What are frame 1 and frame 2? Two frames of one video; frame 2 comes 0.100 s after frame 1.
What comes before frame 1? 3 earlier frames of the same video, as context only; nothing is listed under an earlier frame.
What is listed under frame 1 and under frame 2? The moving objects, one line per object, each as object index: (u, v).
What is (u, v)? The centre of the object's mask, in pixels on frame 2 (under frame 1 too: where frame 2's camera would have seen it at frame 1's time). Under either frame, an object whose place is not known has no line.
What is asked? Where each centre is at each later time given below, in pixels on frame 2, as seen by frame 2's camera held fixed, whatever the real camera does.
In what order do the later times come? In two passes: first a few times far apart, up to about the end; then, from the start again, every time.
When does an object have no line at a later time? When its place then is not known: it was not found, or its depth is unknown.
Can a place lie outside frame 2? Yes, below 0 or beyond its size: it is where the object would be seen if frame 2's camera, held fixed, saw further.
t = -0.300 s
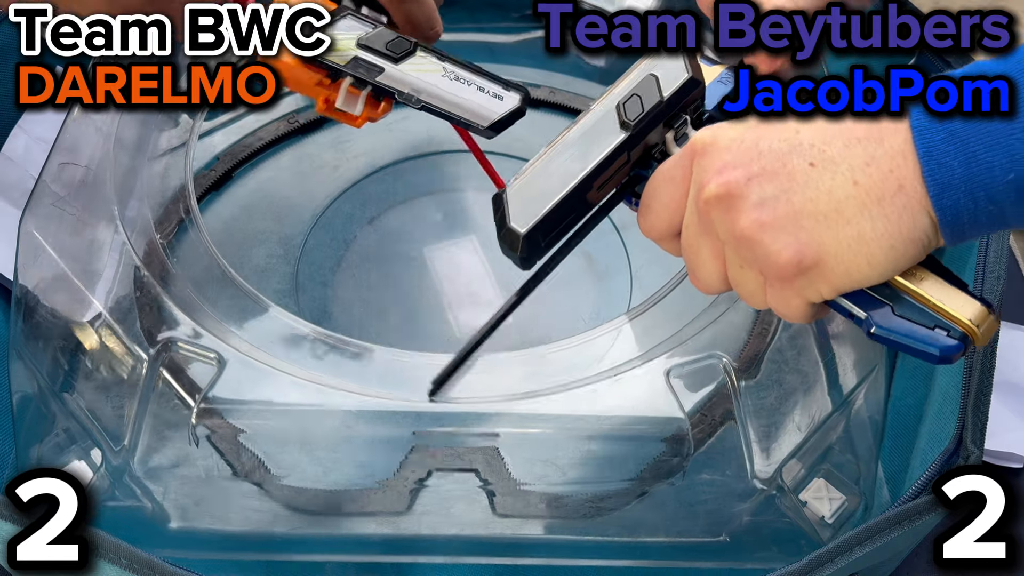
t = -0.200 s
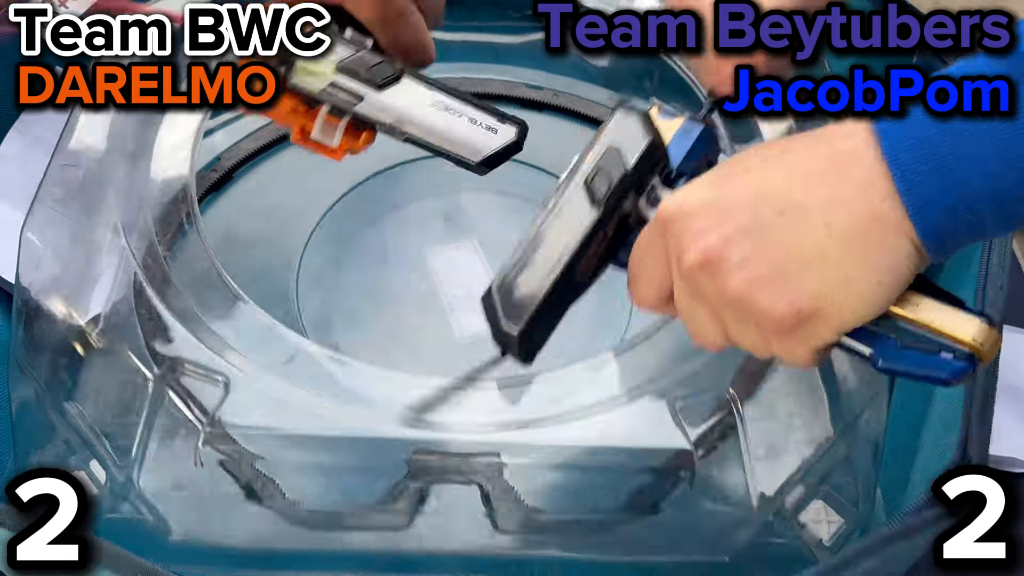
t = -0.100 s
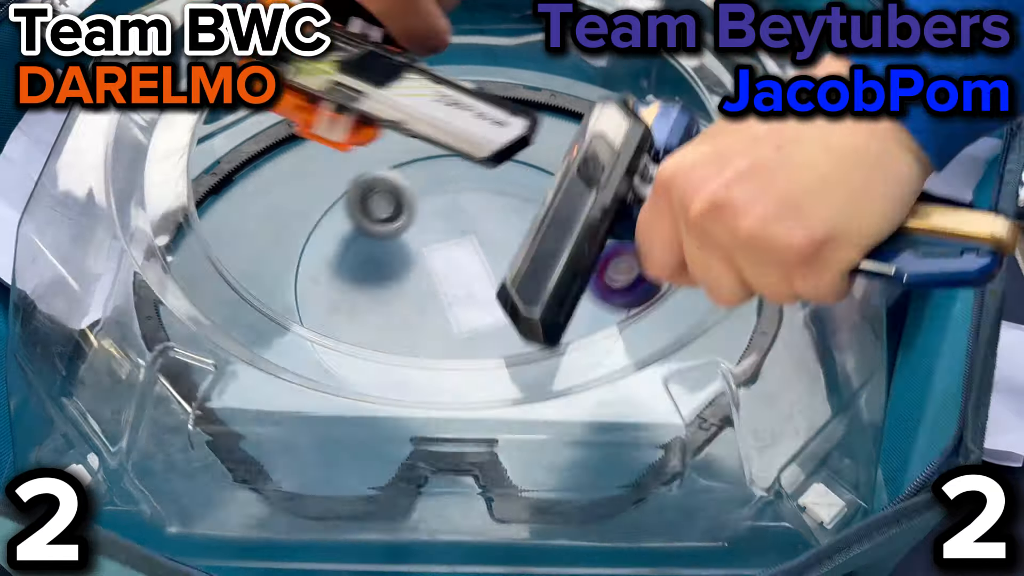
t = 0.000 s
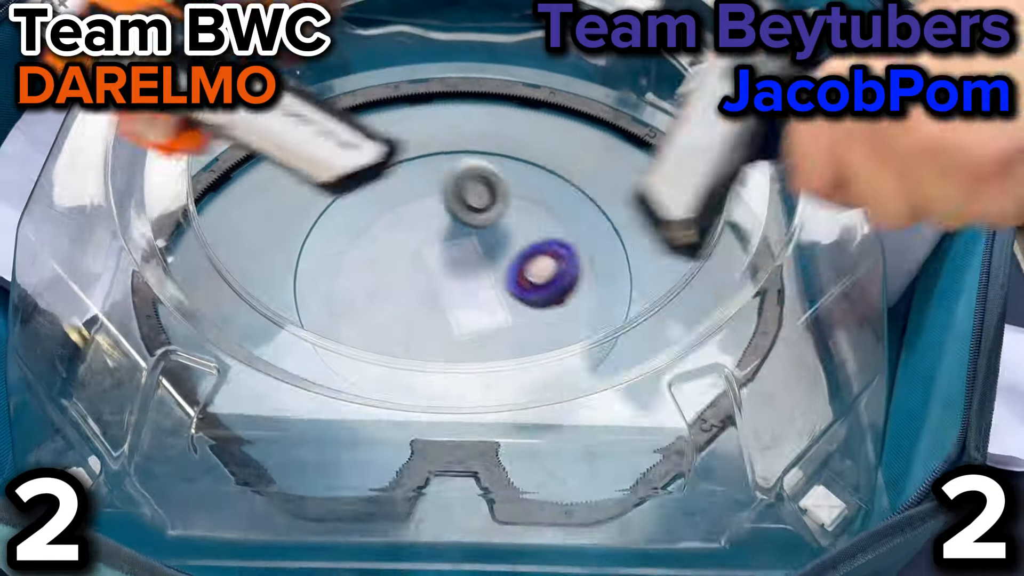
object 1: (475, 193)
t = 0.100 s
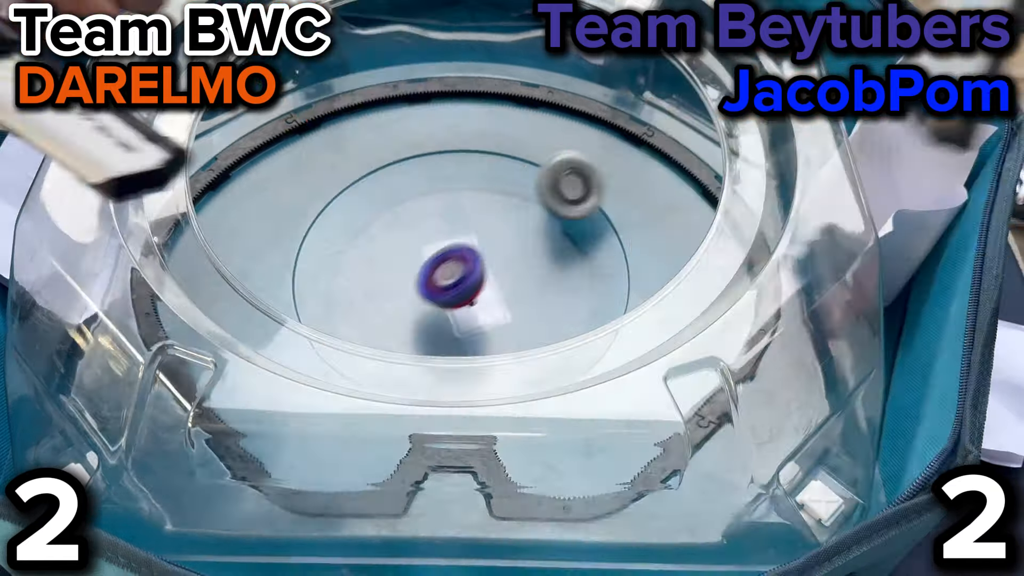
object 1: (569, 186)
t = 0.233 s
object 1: (676, 171)
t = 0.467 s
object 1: (657, 220)
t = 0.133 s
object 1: (598, 179)
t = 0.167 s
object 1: (625, 177)
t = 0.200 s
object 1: (651, 174)
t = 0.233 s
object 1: (676, 171)
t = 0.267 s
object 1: (693, 170)
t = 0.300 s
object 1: (690, 179)
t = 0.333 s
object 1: (684, 190)
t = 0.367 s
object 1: (679, 198)
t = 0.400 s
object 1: (673, 204)
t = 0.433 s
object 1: (664, 215)
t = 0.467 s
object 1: (657, 220)
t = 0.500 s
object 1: (649, 225)
